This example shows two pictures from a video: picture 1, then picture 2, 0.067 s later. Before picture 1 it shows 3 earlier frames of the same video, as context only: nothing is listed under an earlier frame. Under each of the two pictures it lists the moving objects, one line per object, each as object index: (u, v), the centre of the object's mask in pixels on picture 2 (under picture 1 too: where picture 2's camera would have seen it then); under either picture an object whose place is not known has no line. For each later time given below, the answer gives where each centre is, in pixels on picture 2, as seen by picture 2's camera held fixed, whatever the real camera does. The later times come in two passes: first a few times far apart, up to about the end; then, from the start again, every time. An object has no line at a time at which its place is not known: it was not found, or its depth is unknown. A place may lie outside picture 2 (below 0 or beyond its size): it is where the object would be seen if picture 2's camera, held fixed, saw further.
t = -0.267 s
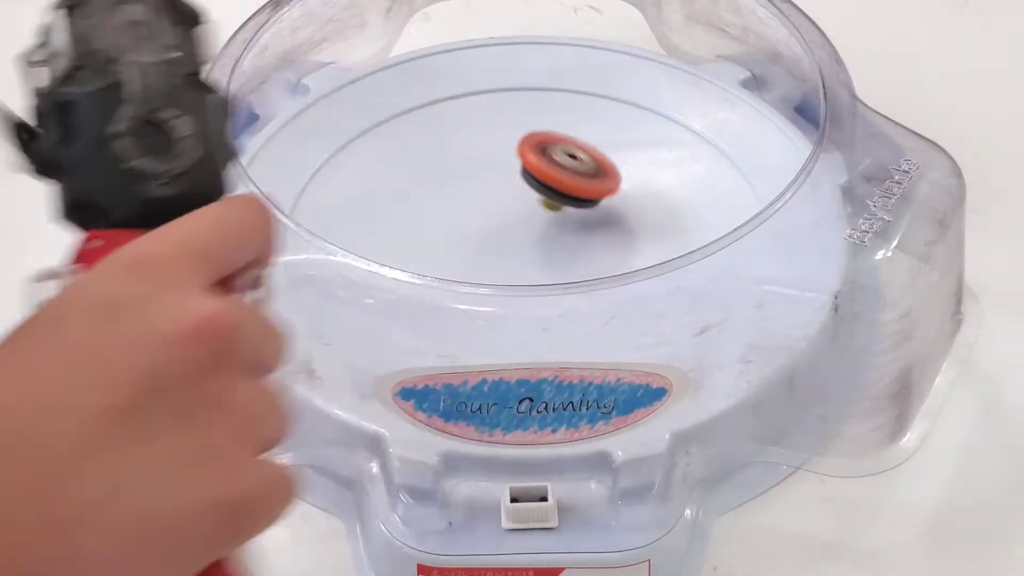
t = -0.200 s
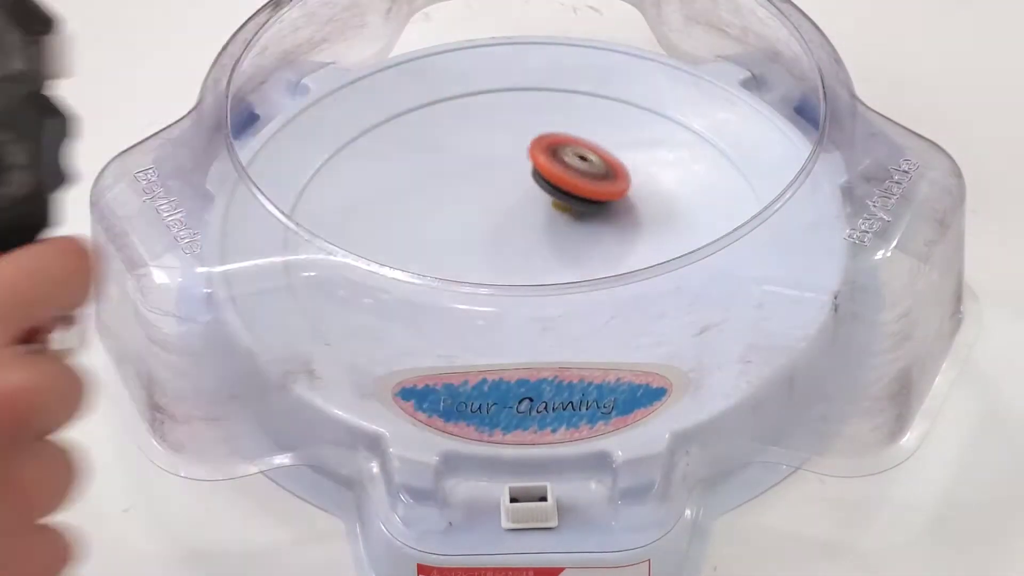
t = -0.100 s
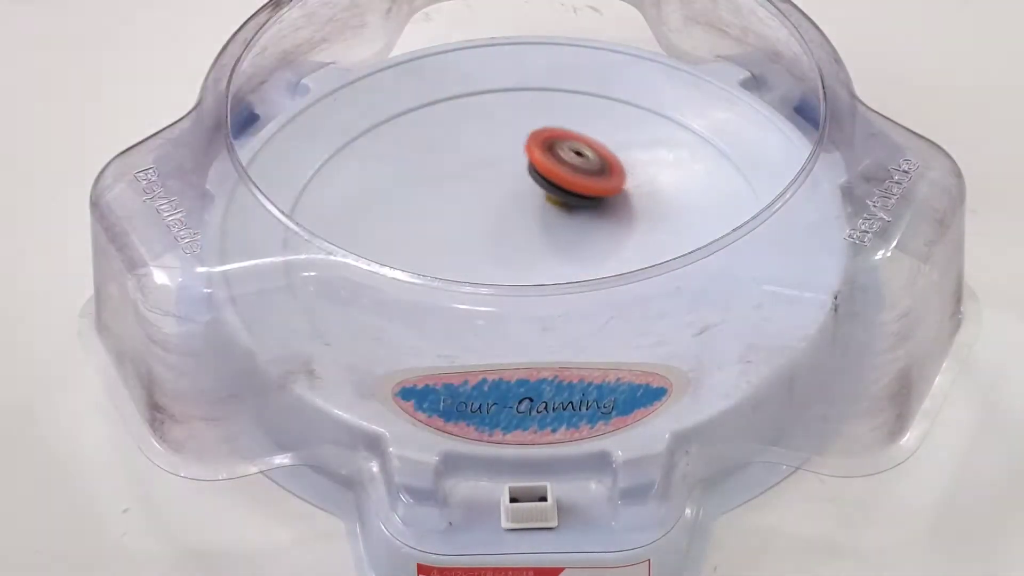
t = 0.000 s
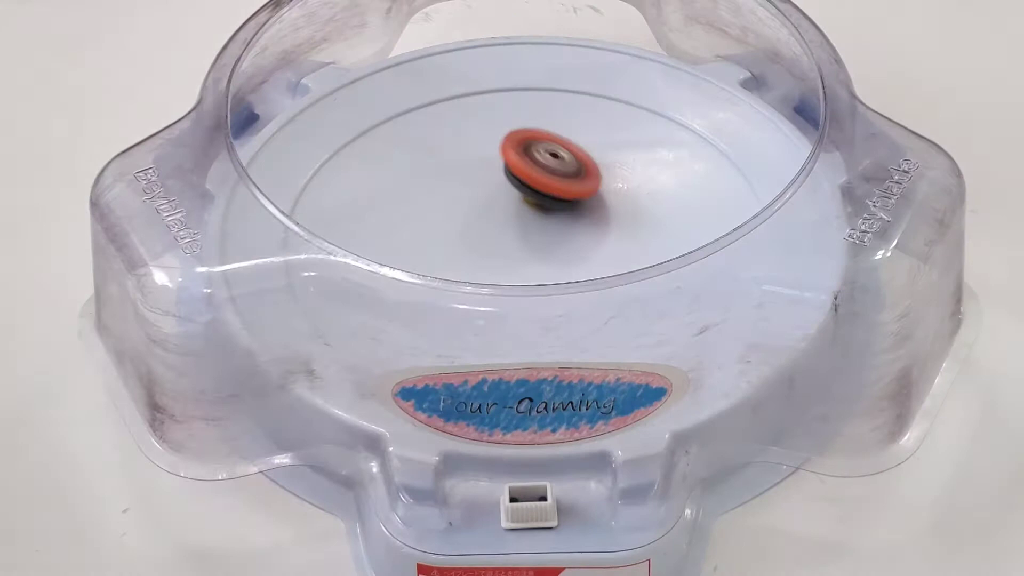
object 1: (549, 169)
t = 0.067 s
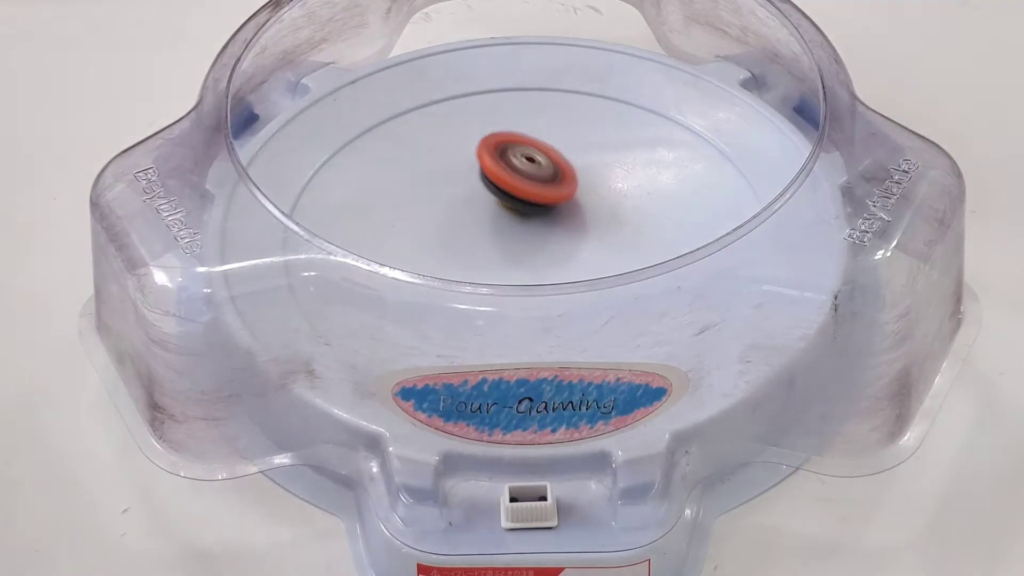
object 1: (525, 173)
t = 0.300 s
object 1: (435, 201)
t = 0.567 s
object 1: (419, 189)
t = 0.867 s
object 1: (500, 150)
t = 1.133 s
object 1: (530, 145)
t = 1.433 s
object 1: (504, 177)
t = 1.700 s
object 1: (511, 200)
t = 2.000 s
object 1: (564, 178)
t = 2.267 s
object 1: (554, 161)
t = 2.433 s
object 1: (515, 180)
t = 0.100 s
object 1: (512, 179)
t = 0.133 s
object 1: (498, 183)
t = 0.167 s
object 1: (484, 183)
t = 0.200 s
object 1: (471, 191)
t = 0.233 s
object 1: (457, 192)
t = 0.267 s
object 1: (446, 198)
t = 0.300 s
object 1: (435, 201)
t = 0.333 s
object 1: (426, 203)
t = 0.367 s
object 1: (419, 203)
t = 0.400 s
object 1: (414, 203)
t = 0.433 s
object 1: (411, 202)
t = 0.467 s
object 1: (410, 199)
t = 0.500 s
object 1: (411, 197)
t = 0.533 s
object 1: (414, 194)
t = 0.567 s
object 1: (419, 189)
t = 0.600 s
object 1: (425, 184)
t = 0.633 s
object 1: (433, 179)
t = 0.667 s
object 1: (442, 174)
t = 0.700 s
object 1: (451, 169)
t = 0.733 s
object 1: (461, 164)
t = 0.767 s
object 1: (471, 160)
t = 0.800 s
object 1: (481, 156)
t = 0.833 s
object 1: (491, 153)
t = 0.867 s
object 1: (500, 150)
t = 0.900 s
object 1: (508, 148)
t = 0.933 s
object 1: (515, 146)
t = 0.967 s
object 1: (520, 145)
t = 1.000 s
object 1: (525, 144)
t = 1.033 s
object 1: (528, 143)
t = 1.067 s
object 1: (530, 143)
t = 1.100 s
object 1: (530, 144)
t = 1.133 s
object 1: (530, 145)
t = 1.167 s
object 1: (528, 147)
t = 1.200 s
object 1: (525, 149)
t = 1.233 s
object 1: (522, 152)
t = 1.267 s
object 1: (519, 156)
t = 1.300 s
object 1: (516, 159)
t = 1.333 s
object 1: (512, 164)
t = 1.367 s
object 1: (509, 168)
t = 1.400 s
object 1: (506, 173)
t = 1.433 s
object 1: (504, 177)
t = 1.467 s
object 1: (503, 181)
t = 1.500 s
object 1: (502, 184)
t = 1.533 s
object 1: (502, 187)
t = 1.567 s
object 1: (503, 191)
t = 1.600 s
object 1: (505, 191)
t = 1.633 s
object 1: (507, 191)
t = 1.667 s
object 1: (508, 189)
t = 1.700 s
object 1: (511, 200)
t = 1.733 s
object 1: (516, 200)
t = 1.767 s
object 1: (521, 199)
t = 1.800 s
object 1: (529, 198)
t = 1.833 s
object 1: (535, 196)
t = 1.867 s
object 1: (542, 185)
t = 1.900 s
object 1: (548, 182)
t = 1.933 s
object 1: (554, 186)
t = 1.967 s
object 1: (559, 176)
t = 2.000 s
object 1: (564, 178)
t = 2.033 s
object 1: (567, 165)
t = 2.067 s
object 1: (571, 169)
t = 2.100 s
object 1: (570, 159)
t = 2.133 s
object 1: (569, 161)
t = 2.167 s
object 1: (566, 158)
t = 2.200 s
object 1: (563, 160)
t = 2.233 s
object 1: (559, 156)
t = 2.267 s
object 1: (554, 161)
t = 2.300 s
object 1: (547, 154)
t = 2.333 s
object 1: (540, 163)
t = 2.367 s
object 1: (532, 161)
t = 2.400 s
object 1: (522, 166)
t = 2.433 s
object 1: (515, 180)
